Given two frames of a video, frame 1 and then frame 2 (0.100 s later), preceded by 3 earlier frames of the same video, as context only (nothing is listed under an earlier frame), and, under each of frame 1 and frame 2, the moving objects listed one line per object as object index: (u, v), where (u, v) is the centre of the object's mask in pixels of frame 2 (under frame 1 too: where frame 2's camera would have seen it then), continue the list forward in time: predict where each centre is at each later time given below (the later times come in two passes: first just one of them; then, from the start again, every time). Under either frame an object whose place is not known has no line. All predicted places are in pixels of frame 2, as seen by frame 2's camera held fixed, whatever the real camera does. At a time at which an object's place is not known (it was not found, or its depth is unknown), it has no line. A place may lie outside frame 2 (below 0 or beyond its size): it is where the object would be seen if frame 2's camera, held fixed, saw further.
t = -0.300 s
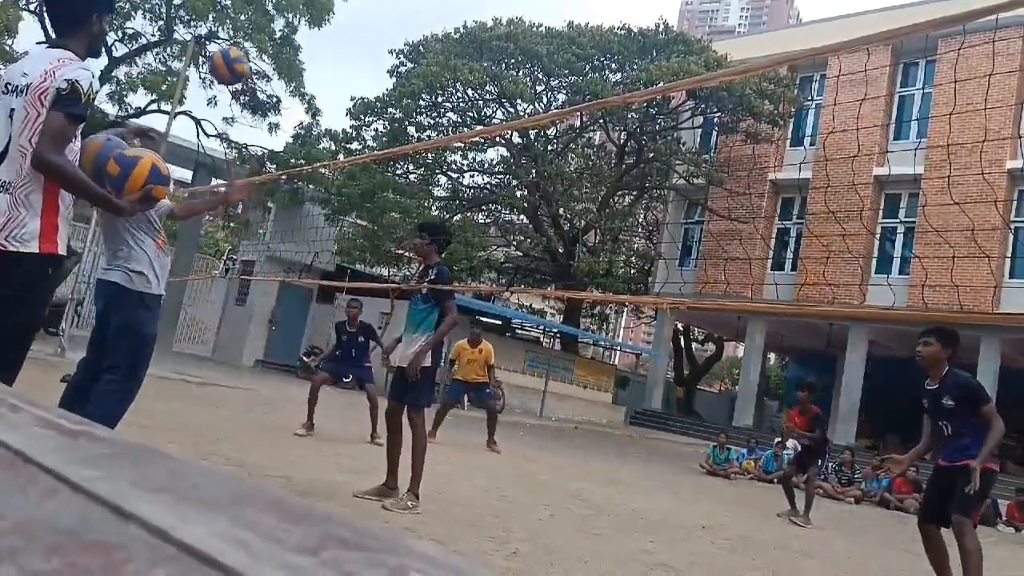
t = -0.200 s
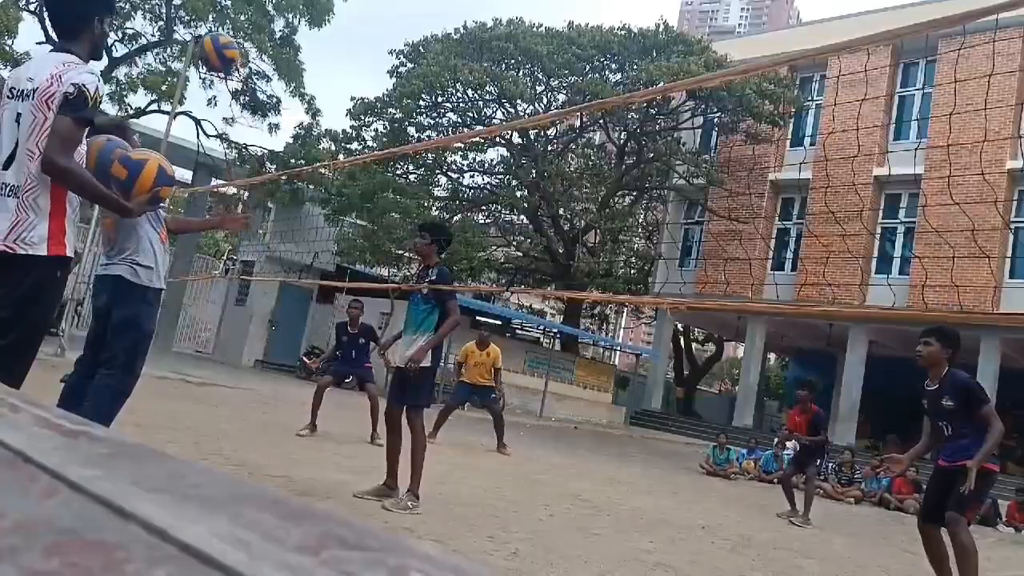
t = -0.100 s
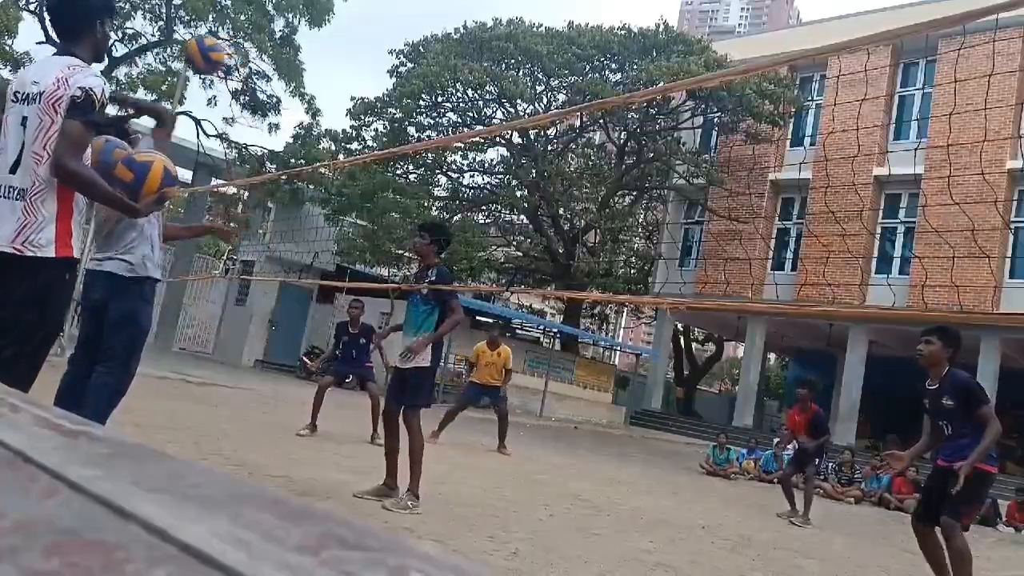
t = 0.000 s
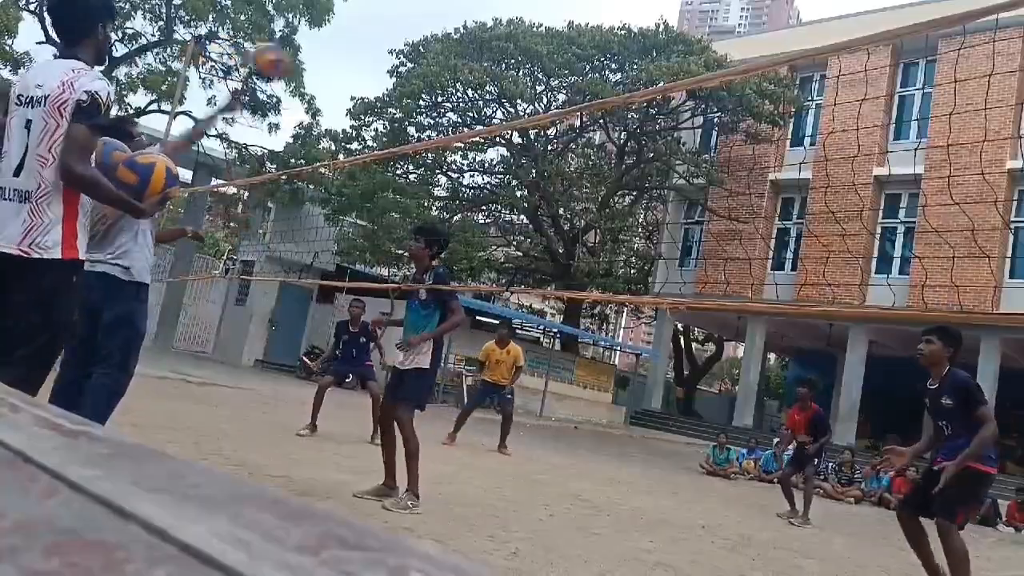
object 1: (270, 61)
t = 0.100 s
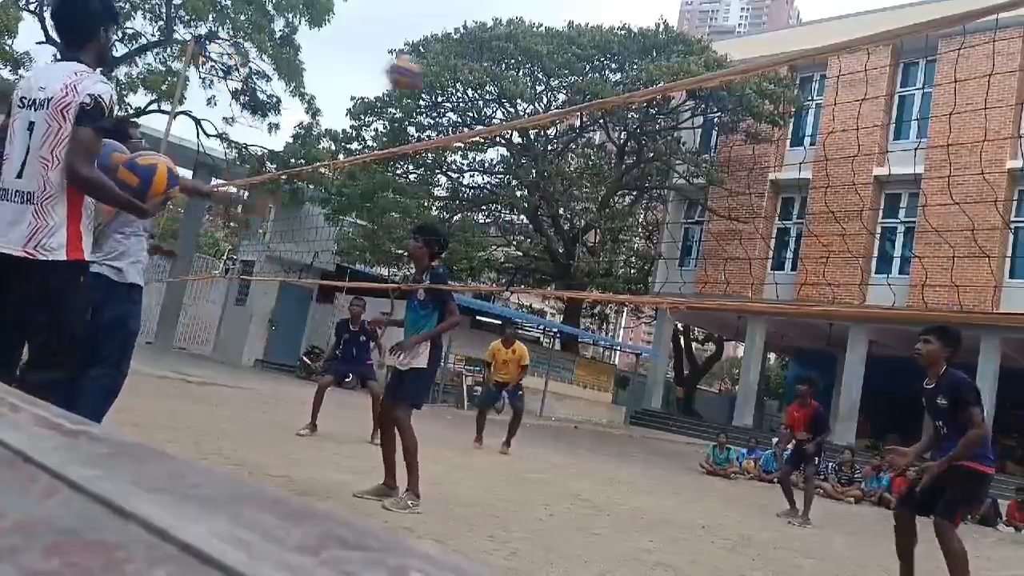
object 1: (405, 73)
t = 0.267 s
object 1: (618, 126)
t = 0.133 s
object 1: (447, 82)
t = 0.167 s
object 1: (493, 88)
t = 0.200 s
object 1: (533, 99)
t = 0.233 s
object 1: (575, 112)
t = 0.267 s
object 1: (618, 126)
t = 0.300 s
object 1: (656, 141)
